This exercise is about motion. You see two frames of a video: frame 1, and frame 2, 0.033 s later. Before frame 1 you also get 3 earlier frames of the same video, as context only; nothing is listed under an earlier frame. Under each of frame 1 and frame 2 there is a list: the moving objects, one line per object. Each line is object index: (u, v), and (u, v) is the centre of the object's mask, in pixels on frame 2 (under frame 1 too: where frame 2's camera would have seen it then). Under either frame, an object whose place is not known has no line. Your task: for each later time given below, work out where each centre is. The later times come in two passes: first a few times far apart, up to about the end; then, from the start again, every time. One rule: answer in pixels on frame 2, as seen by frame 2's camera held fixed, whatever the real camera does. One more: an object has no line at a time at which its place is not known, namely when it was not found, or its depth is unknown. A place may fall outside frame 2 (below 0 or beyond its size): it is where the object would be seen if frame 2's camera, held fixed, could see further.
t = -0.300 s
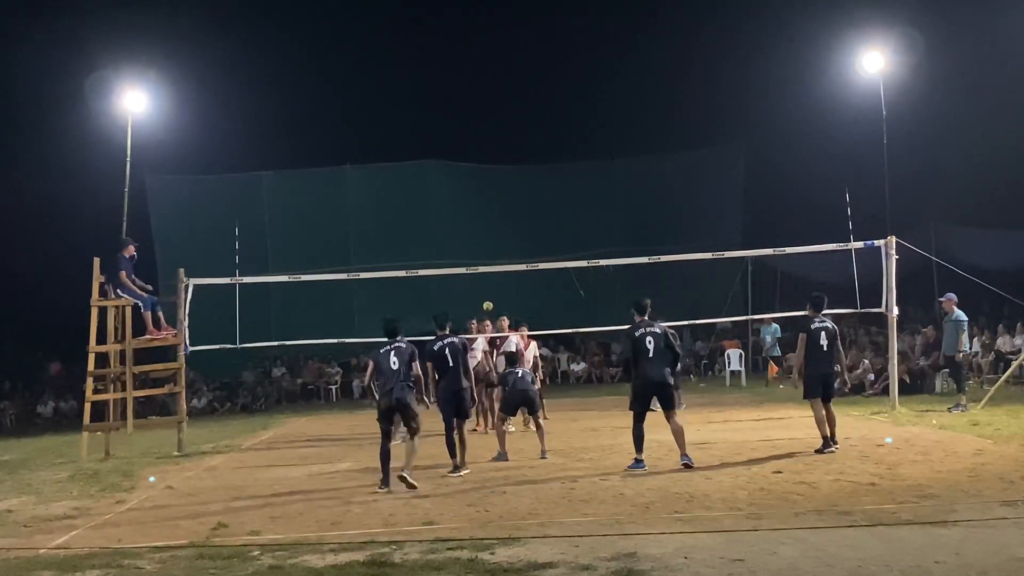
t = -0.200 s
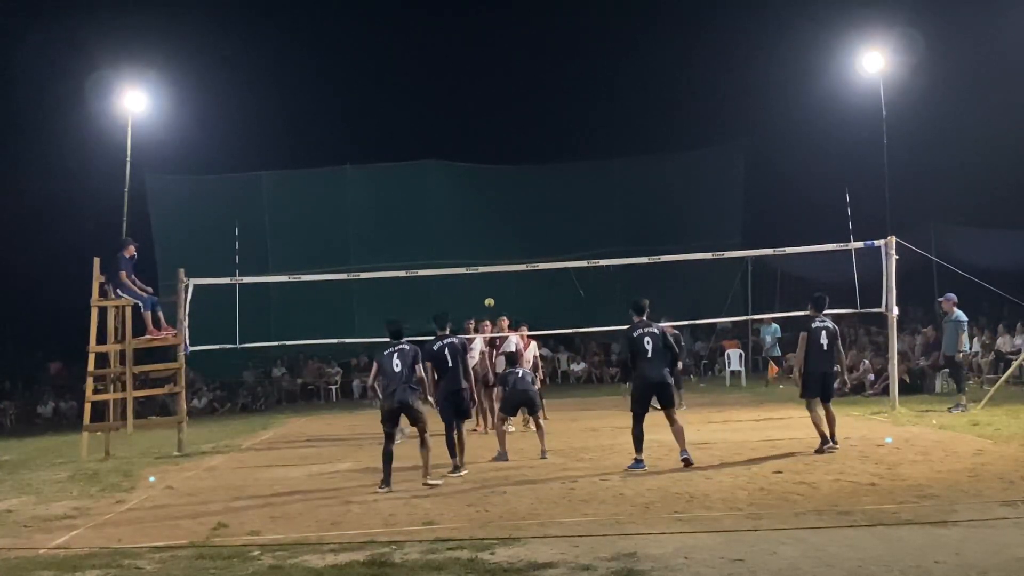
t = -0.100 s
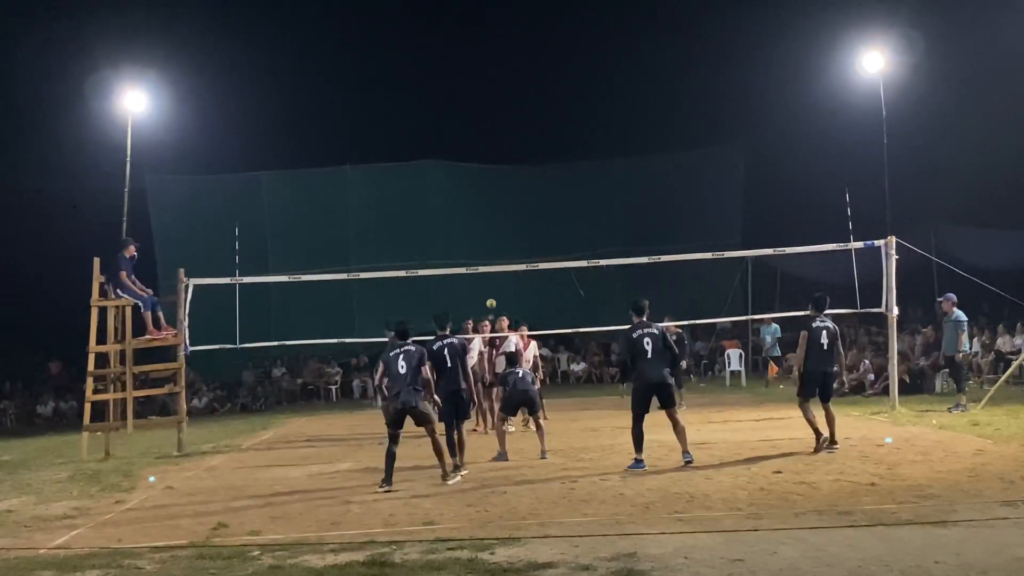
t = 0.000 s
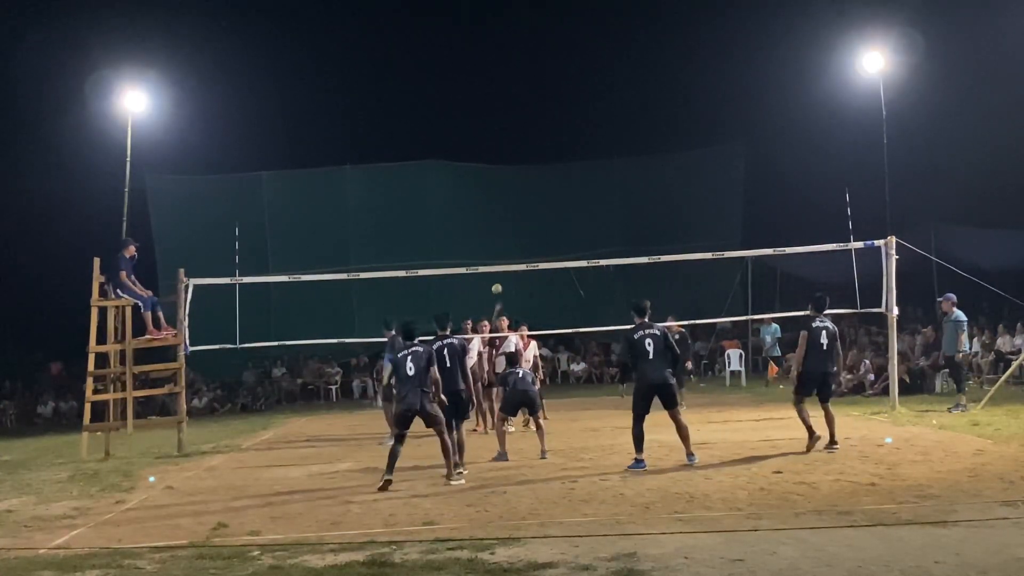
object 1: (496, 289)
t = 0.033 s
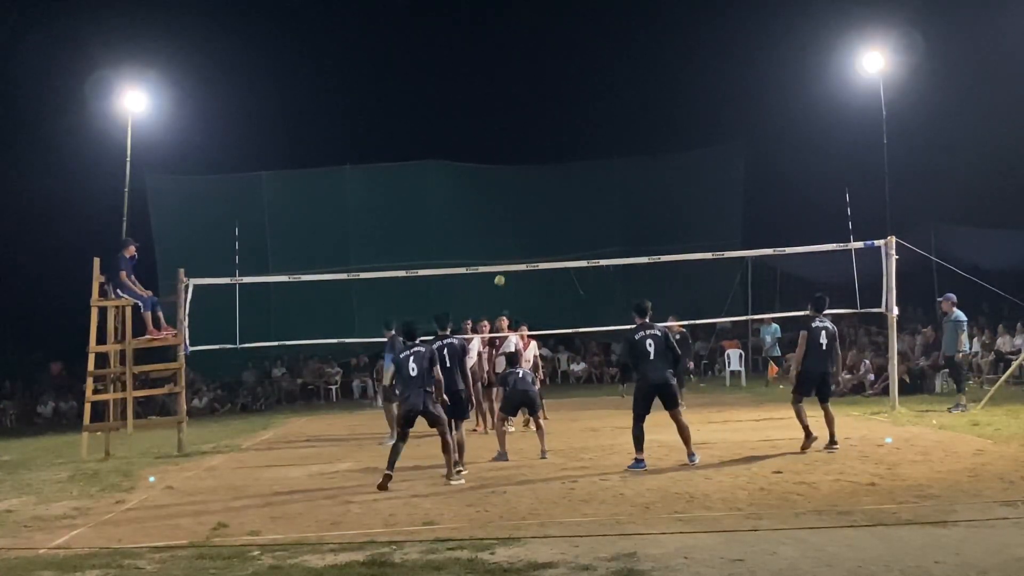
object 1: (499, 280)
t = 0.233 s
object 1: (515, 240)
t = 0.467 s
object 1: (539, 212)
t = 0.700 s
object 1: (566, 214)
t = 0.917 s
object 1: (596, 252)
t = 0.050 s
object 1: (500, 277)
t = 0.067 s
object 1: (501, 274)
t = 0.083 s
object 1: (502, 272)
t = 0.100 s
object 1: (504, 263)
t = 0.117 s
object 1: (505, 261)
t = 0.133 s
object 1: (507, 258)
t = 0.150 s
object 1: (508, 256)
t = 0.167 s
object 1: (510, 252)
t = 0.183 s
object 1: (511, 248)
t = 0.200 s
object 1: (512, 245)
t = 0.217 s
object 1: (514, 242)
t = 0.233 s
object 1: (515, 240)
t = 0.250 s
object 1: (516, 237)
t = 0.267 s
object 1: (518, 234)
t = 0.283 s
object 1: (519, 231)
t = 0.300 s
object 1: (521, 229)
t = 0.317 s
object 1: (523, 227)
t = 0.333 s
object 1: (525, 225)
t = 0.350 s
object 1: (526, 223)
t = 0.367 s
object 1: (528, 221)
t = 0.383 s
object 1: (529, 219)
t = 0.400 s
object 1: (531, 218)
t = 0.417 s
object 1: (533, 216)
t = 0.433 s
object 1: (535, 215)
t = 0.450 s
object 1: (537, 214)
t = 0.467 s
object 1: (539, 212)
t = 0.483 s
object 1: (541, 212)
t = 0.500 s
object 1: (543, 211)
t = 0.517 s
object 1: (545, 210)
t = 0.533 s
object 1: (546, 210)
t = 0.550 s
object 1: (548, 209)
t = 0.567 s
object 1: (550, 209)
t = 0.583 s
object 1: (552, 209)
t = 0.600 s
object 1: (554, 209)
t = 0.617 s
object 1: (556, 209)
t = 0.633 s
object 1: (558, 210)
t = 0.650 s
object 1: (559, 211)
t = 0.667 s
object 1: (562, 212)
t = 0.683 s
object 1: (564, 213)
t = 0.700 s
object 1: (566, 214)
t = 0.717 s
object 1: (568, 215)
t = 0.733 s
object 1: (570, 217)
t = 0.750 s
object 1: (572, 219)
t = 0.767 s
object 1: (574, 221)
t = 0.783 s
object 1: (577, 224)
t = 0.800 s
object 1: (579, 226)
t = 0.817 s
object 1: (581, 229)
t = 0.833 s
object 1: (584, 232)
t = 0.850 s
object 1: (586, 236)
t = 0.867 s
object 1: (589, 240)
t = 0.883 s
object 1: (591, 244)
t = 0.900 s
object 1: (594, 247)
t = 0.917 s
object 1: (596, 252)
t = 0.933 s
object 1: (598, 257)
